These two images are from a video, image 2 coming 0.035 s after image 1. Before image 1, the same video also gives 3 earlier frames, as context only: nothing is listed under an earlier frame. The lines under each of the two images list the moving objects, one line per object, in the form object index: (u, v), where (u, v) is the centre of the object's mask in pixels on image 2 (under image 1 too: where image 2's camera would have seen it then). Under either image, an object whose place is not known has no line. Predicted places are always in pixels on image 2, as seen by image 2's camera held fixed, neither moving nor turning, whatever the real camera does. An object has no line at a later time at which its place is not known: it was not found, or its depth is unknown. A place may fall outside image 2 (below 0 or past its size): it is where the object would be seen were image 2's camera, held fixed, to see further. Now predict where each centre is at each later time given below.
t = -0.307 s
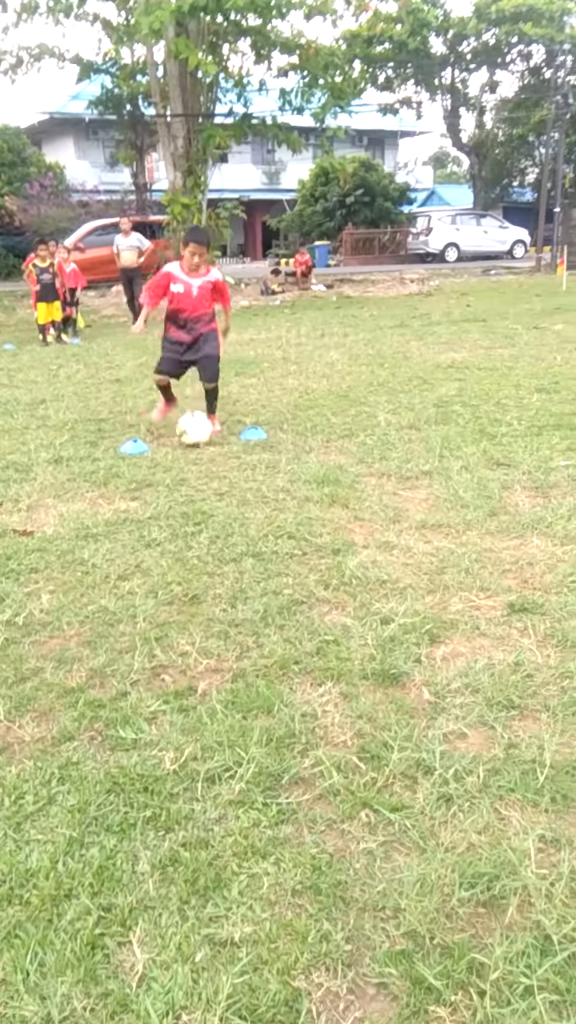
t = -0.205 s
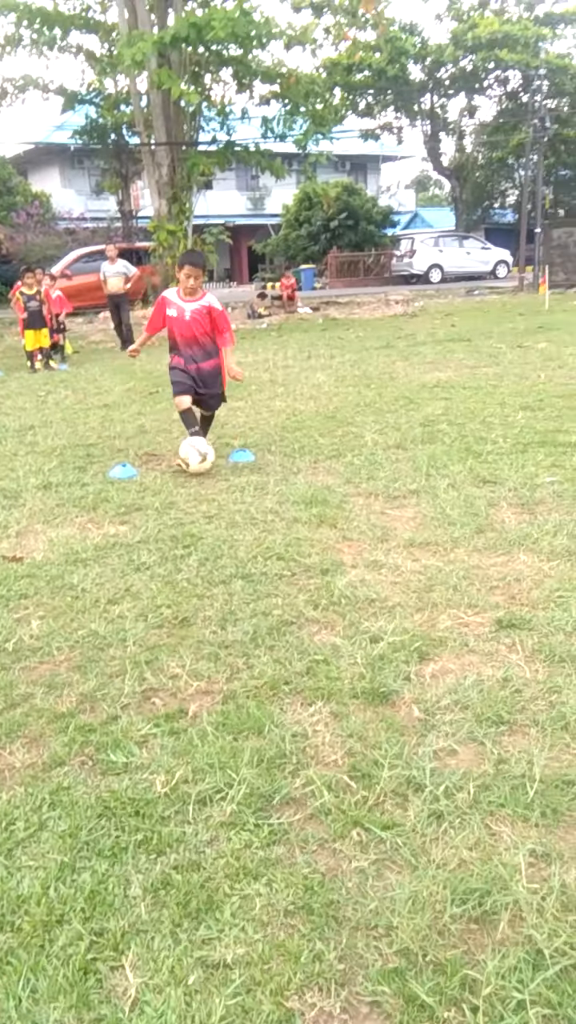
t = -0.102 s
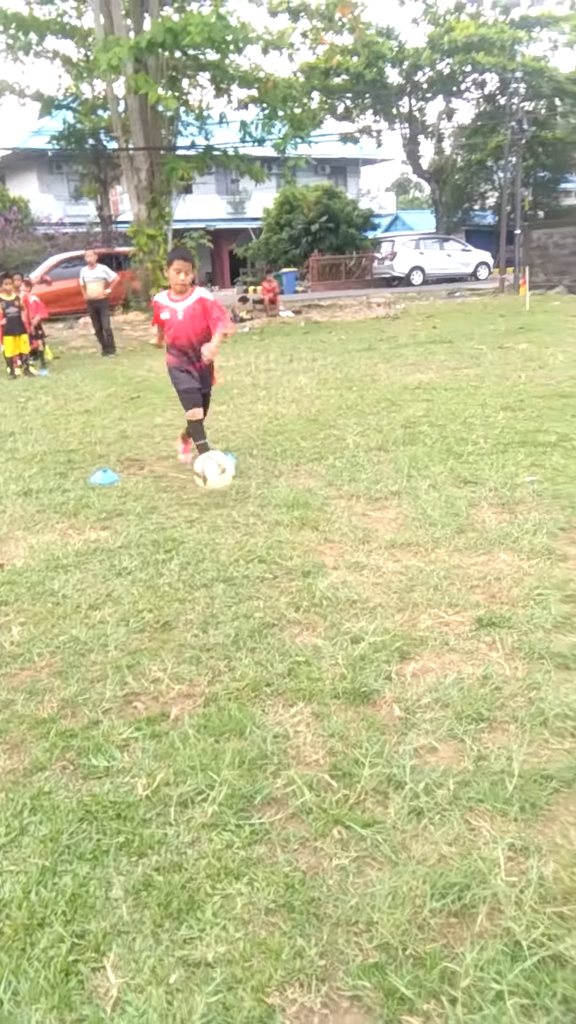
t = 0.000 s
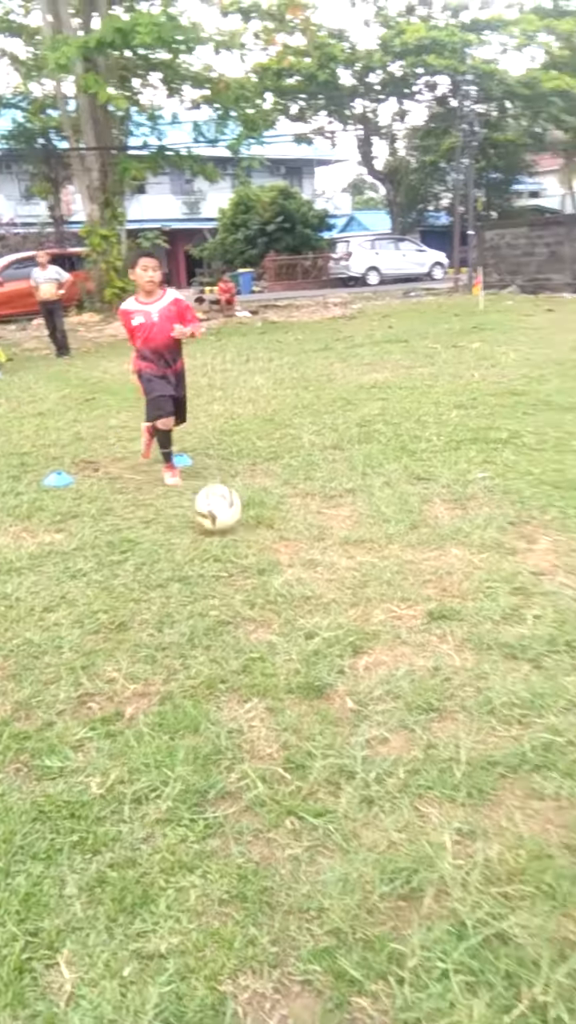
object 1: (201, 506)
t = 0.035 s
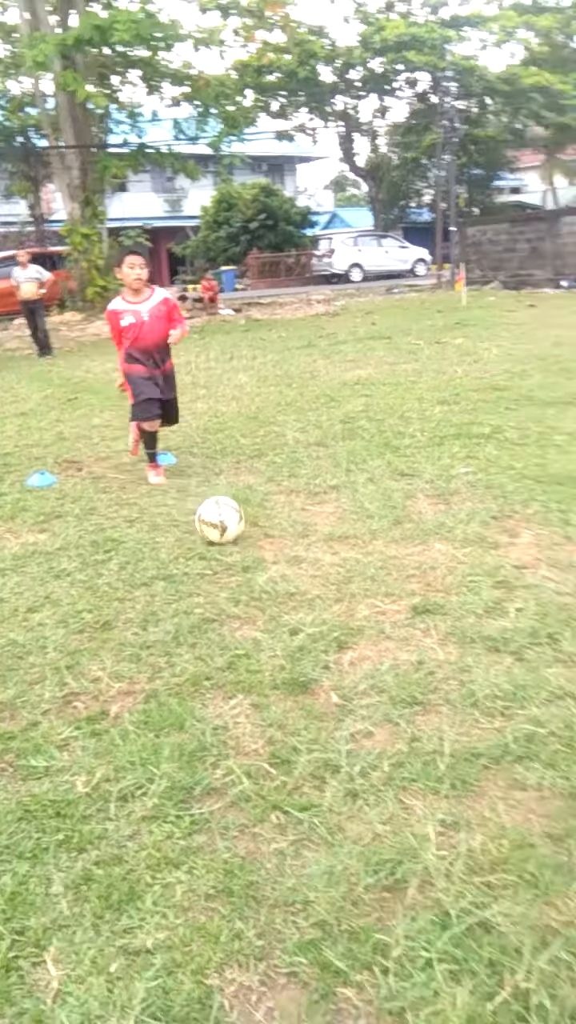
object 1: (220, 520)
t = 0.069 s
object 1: (236, 519)
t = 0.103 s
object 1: (255, 521)
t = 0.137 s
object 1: (275, 526)
